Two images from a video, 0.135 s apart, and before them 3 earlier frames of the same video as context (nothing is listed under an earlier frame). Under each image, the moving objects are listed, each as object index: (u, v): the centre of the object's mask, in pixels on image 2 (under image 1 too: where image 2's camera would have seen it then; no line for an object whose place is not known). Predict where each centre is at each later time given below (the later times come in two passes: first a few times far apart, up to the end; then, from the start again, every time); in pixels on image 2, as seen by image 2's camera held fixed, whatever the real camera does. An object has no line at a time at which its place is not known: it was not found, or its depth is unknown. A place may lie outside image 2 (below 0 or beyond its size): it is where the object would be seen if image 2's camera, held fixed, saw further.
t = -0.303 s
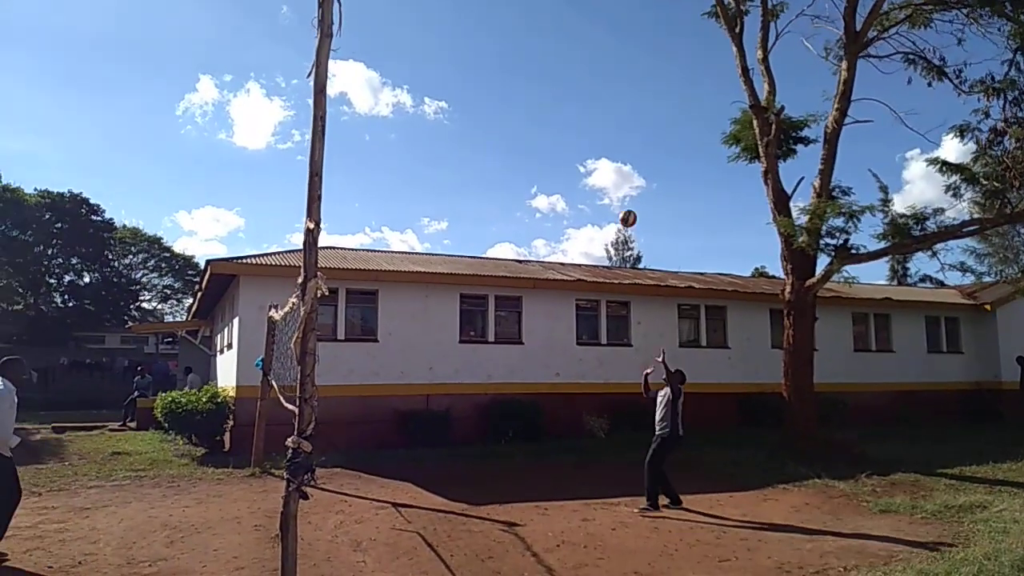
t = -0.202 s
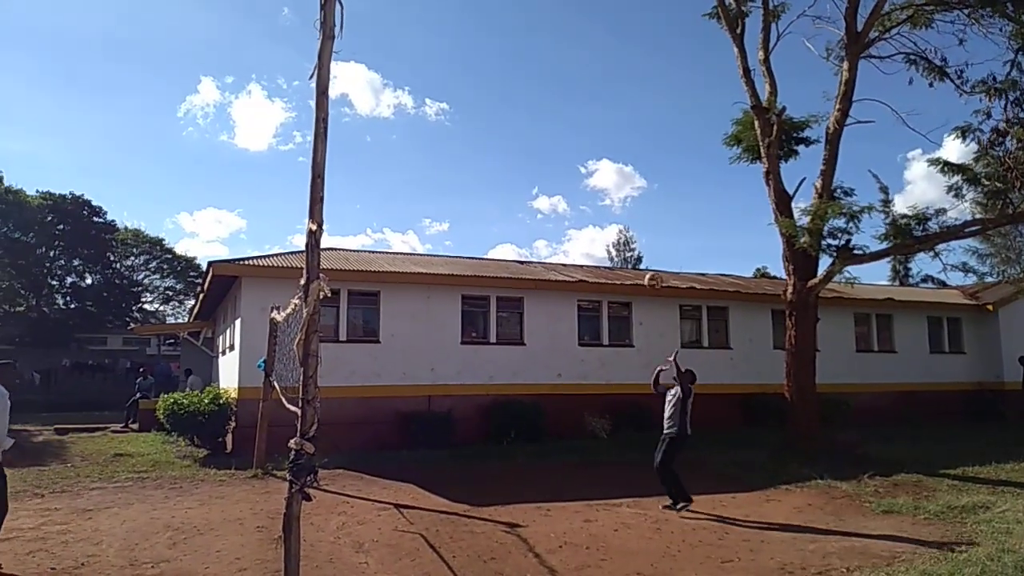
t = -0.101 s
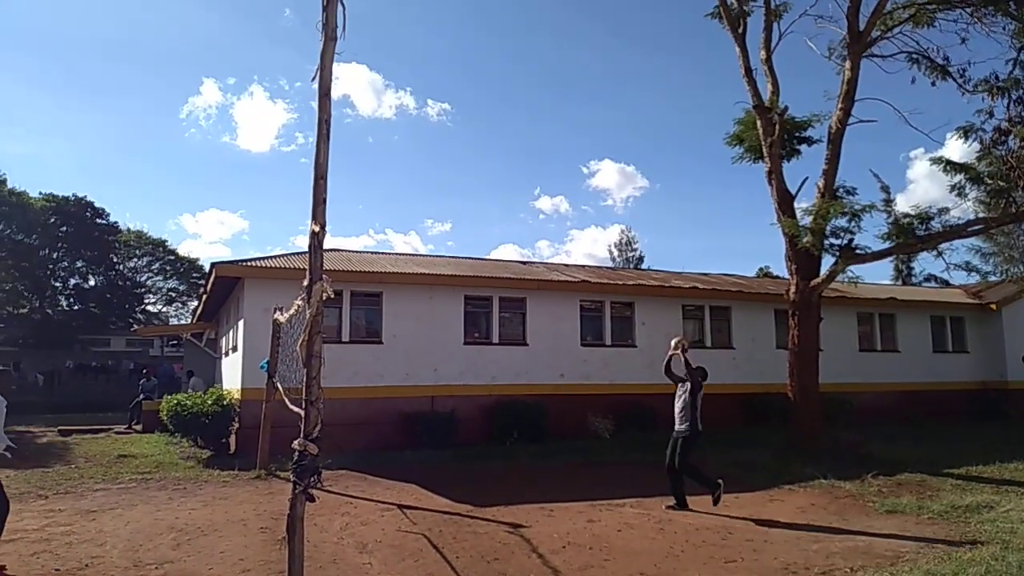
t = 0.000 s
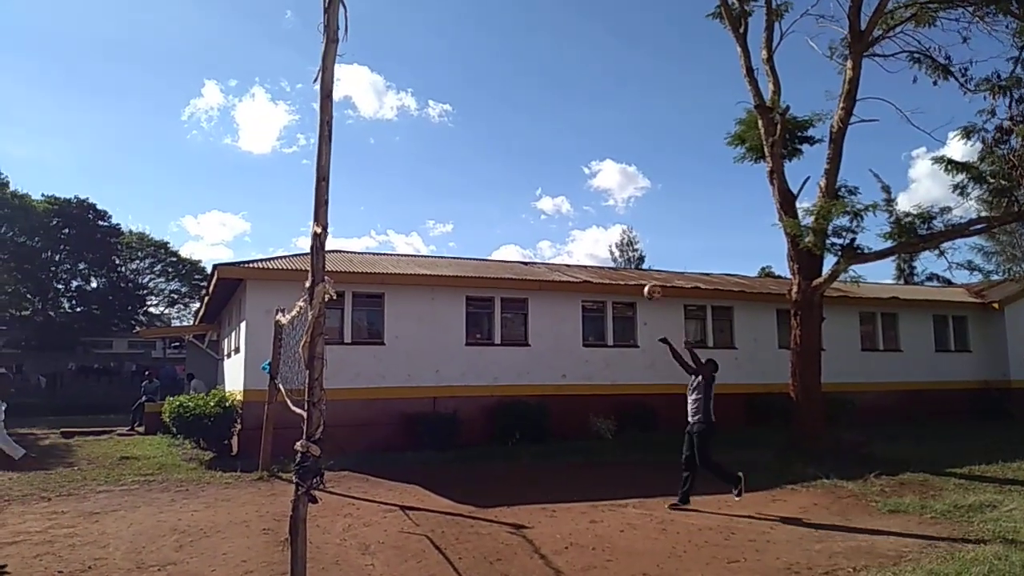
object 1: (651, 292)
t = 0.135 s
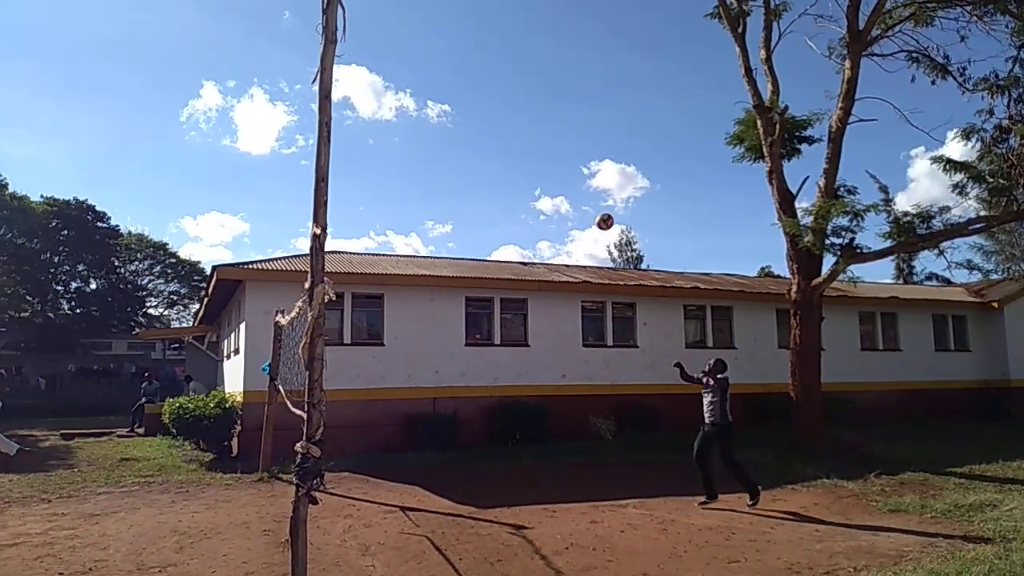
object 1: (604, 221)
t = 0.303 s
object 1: (542, 153)
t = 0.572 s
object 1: (435, 91)
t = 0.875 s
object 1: (301, 95)
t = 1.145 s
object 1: (170, 177)
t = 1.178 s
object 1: (152, 193)
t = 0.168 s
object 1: (593, 206)
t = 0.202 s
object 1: (580, 191)
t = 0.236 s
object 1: (567, 178)
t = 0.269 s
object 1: (555, 165)
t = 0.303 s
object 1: (542, 153)
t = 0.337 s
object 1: (529, 142)
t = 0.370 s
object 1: (516, 132)
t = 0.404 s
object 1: (503, 123)
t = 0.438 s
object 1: (489, 115)
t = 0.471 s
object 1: (476, 108)
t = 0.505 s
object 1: (462, 101)
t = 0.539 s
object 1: (449, 96)
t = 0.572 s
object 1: (435, 91)
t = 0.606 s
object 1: (421, 87)
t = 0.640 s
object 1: (406, 84)
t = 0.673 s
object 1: (392, 83)
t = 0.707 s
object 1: (377, 82)
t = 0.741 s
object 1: (362, 83)
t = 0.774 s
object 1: (346, 84)
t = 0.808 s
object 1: (334, 87)
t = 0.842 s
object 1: (312, 89)
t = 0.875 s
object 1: (301, 95)
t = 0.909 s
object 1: (285, 101)
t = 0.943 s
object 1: (270, 107)
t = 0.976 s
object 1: (254, 116)
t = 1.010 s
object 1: (236, 126)
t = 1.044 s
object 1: (220, 137)
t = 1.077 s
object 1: (204, 149)
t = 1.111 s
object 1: (187, 162)
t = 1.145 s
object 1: (170, 177)
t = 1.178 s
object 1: (152, 193)
